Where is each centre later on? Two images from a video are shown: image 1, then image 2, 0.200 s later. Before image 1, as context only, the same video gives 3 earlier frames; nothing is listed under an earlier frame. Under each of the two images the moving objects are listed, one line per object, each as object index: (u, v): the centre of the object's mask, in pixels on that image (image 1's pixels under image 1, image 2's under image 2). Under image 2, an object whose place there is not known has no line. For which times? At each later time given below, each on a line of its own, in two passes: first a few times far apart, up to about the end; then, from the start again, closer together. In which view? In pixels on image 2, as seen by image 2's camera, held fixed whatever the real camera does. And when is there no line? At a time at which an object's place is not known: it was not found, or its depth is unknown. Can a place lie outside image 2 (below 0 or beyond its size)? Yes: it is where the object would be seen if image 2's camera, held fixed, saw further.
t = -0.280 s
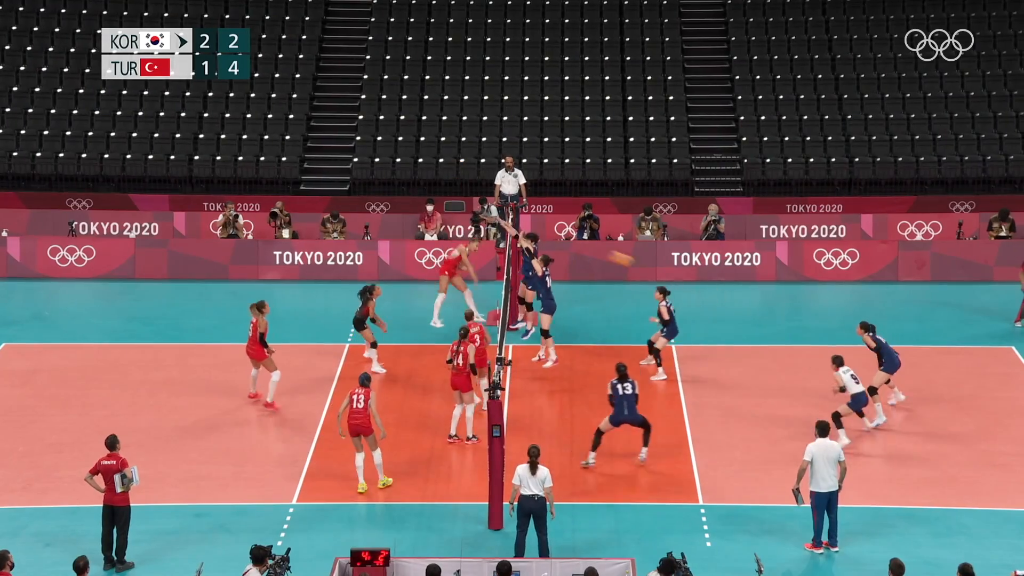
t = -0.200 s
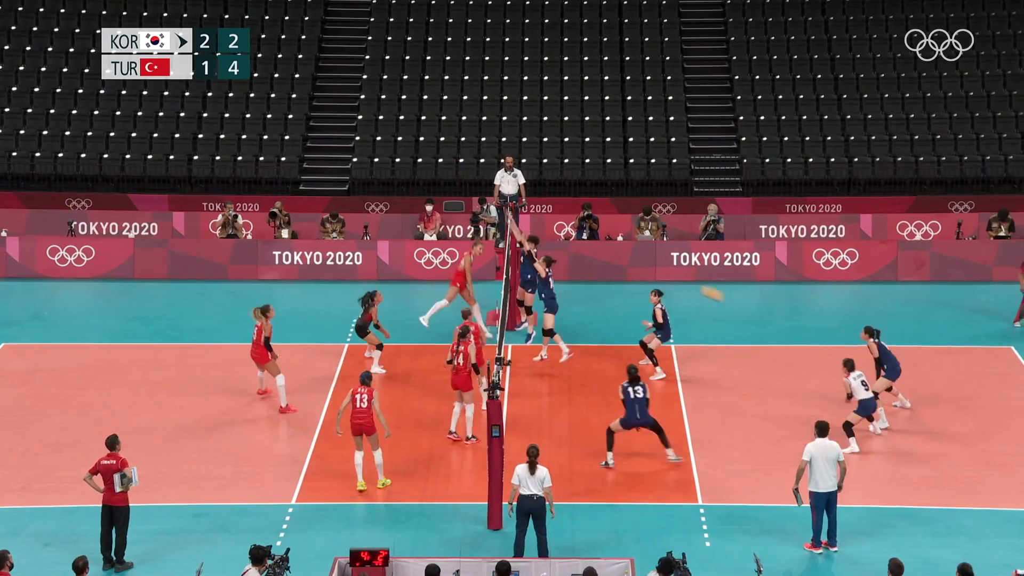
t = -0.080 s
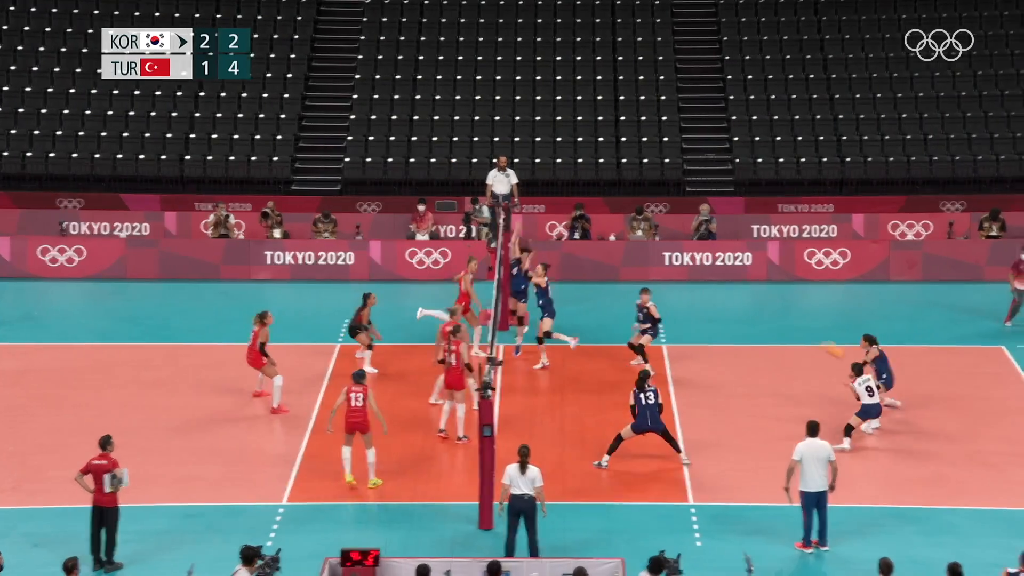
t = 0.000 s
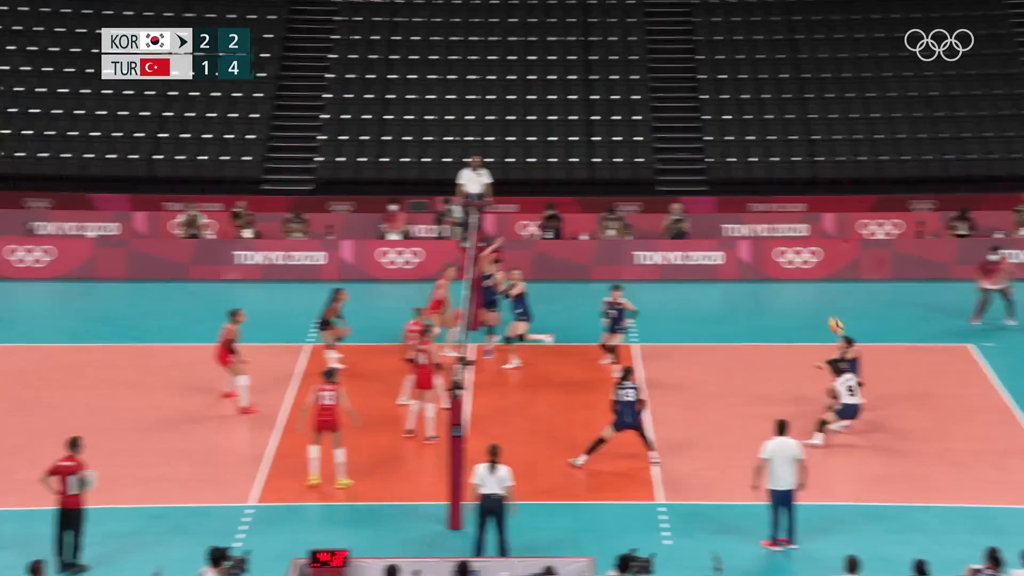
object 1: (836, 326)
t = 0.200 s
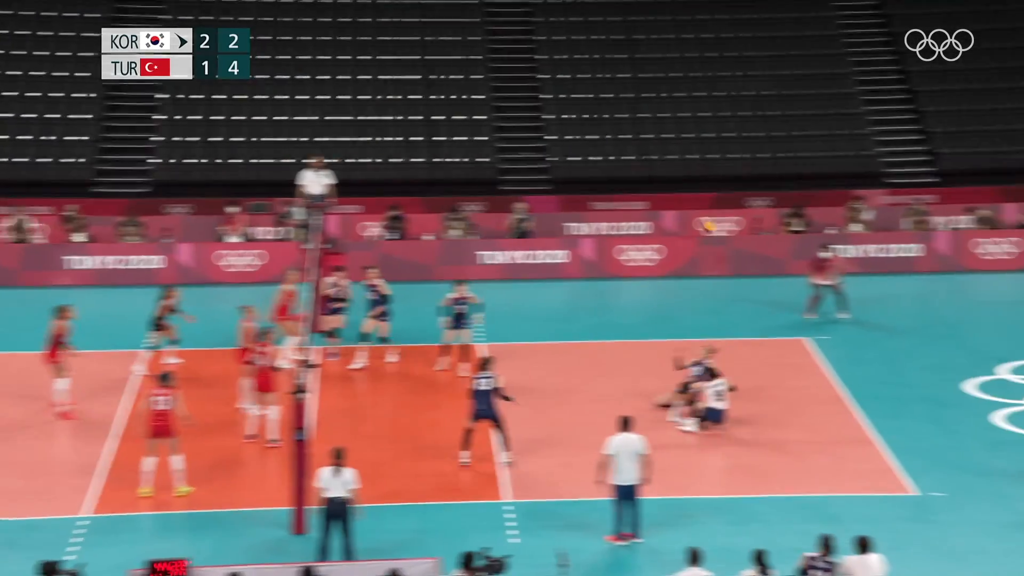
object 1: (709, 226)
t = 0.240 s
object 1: (715, 211)
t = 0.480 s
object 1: (763, 132)
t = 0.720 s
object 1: (818, 92)
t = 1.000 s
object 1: (890, 100)
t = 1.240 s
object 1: (952, 160)
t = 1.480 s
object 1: (1010, 270)
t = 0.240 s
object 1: (715, 211)
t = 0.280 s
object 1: (722, 198)
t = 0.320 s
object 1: (730, 182)
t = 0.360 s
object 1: (738, 168)
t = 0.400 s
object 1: (746, 155)
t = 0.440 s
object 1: (754, 143)
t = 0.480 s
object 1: (763, 132)
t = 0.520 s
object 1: (771, 123)
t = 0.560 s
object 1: (780, 115)
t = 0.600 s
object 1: (790, 106)
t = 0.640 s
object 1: (799, 101)
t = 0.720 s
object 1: (818, 92)
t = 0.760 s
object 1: (827, 89)
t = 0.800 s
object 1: (838, 88)
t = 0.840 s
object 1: (847, 87)
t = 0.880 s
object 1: (857, 88)
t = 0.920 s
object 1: (868, 91)
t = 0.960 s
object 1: (878, 94)
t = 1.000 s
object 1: (890, 100)
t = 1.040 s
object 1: (900, 106)
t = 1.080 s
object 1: (910, 113)
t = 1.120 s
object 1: (920, 124)
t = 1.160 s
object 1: (930, 134)
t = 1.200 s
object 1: (941, 146)
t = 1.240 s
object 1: (952, 160)
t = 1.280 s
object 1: (961, 174)
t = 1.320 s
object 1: (973, 194)
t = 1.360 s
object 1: (981, 208)
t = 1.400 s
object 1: (989, 224)
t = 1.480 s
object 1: (1010, 270)
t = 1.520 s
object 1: (1022, 301)
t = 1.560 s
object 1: (1029, 322)
